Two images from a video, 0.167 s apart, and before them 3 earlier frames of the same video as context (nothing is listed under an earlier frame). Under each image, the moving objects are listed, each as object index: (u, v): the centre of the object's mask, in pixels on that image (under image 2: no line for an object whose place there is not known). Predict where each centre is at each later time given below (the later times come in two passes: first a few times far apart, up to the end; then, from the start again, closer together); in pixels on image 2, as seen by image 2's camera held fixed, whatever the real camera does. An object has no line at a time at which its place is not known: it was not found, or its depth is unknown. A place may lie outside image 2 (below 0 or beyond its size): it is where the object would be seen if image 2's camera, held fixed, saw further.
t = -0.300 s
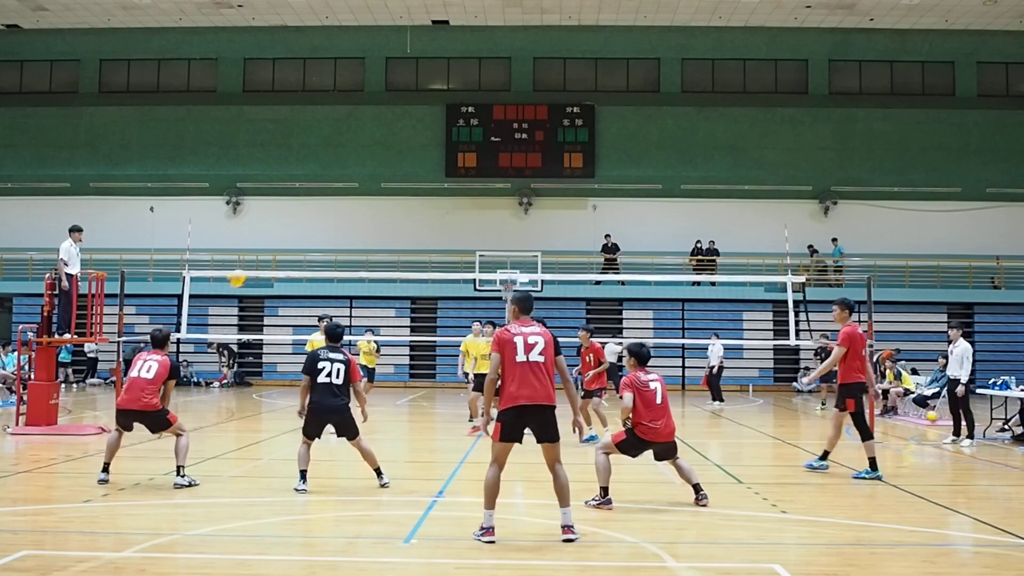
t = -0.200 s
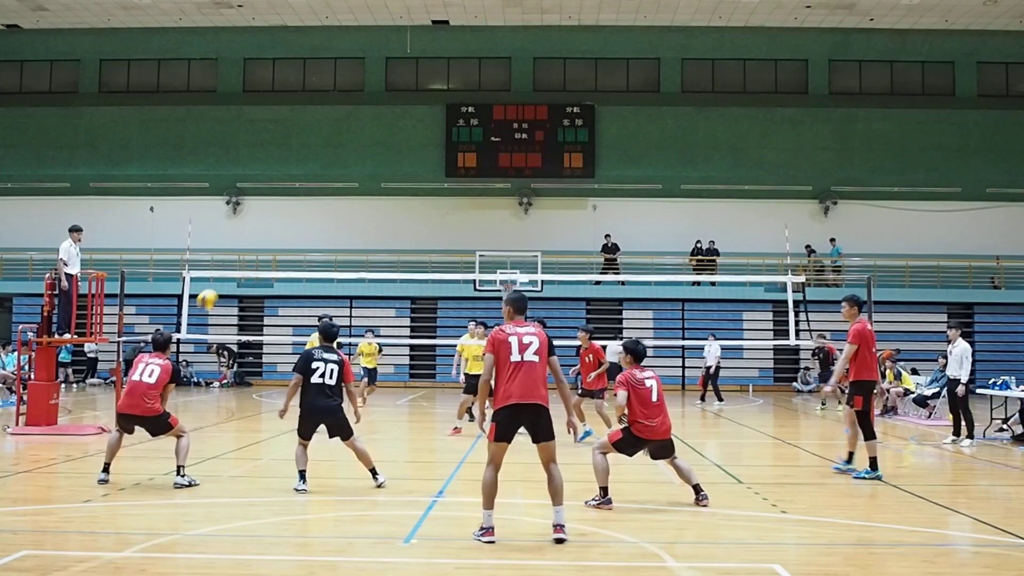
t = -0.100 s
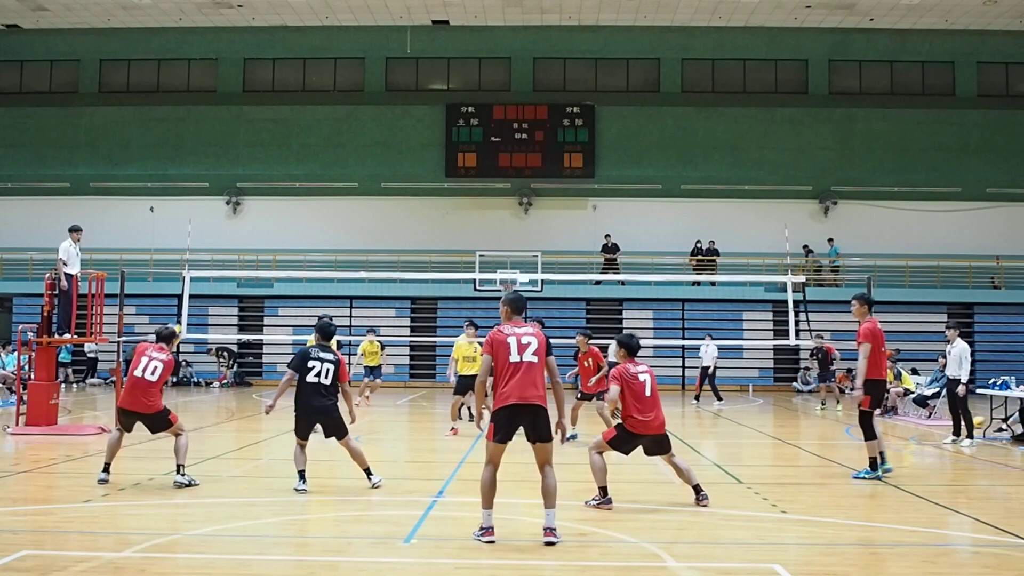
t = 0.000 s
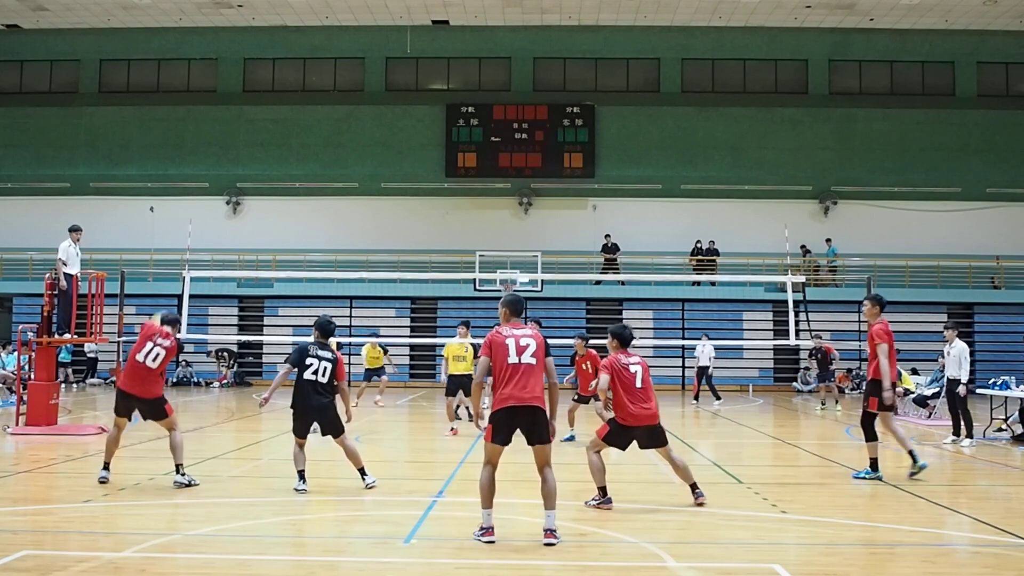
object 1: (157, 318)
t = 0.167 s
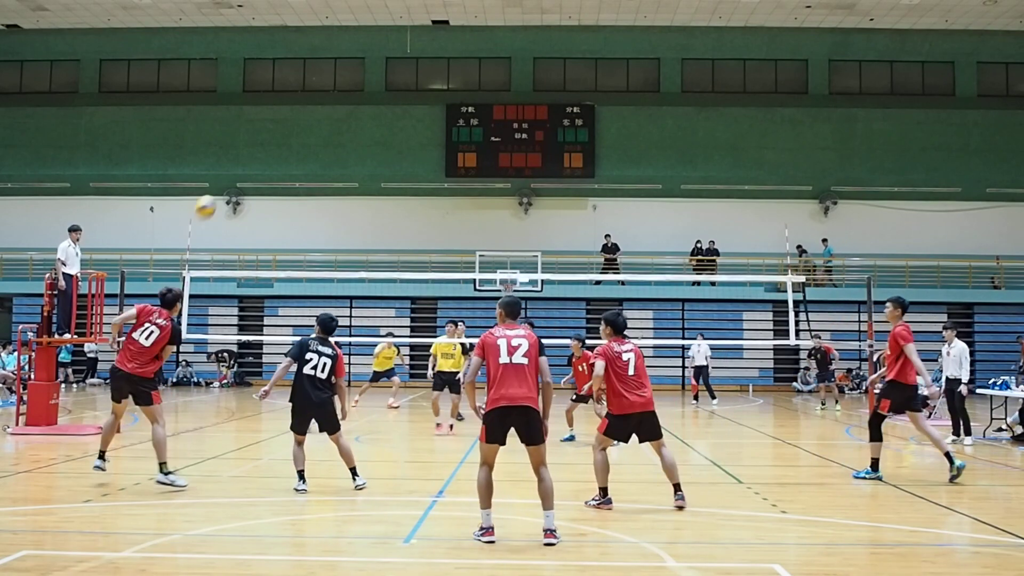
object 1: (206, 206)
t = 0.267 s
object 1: (229, 155)
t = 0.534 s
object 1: (287, 68)
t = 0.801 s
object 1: (336, 45)
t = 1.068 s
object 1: (380, 80)
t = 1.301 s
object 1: (413, 151)
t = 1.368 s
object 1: (421, 178)
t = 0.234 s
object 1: (221, 171)
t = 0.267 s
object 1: (229, 155)
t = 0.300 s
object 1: (237, 140)
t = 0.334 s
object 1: (245, 126)
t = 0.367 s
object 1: (252, 113)
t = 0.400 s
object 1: (259, 102)
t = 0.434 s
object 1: (266, 92)
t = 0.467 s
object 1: (273, 82)
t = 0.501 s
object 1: (280, 75)
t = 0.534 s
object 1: (287, 68)
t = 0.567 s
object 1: (293, 61)
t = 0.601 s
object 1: (299, 56)
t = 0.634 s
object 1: (306, 52)
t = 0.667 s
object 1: (312, 49)
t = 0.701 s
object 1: (318, 46)
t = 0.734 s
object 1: (324, 45)
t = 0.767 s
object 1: (331, 45)
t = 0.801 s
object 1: (336, 45)
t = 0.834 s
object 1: (342, 47)
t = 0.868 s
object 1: (347, 49)
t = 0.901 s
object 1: (353, 52)
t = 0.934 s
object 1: (358, 56)
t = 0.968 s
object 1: (364, 61)
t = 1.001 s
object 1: (369, 66)
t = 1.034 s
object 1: (374, 72)
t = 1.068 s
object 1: (380, 80)
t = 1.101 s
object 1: (384, 87)
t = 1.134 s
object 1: (390, 96)
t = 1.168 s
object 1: (394, 106)
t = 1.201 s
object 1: (400, 116)
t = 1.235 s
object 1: (404, 127)
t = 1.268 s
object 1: (408, 138)
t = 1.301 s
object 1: (413, 151)
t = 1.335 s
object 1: (417, 164)
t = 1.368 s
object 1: (421, 178)
